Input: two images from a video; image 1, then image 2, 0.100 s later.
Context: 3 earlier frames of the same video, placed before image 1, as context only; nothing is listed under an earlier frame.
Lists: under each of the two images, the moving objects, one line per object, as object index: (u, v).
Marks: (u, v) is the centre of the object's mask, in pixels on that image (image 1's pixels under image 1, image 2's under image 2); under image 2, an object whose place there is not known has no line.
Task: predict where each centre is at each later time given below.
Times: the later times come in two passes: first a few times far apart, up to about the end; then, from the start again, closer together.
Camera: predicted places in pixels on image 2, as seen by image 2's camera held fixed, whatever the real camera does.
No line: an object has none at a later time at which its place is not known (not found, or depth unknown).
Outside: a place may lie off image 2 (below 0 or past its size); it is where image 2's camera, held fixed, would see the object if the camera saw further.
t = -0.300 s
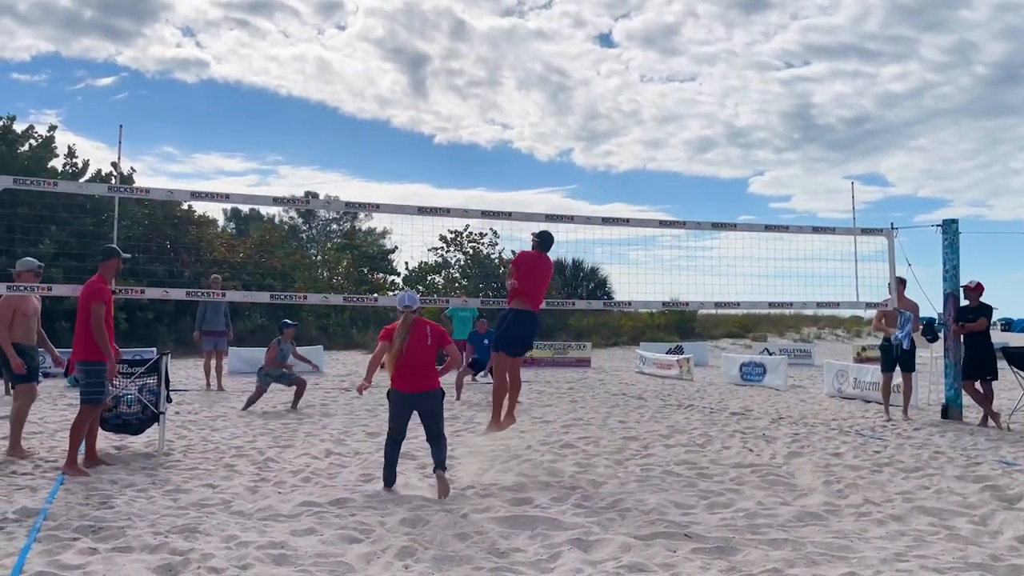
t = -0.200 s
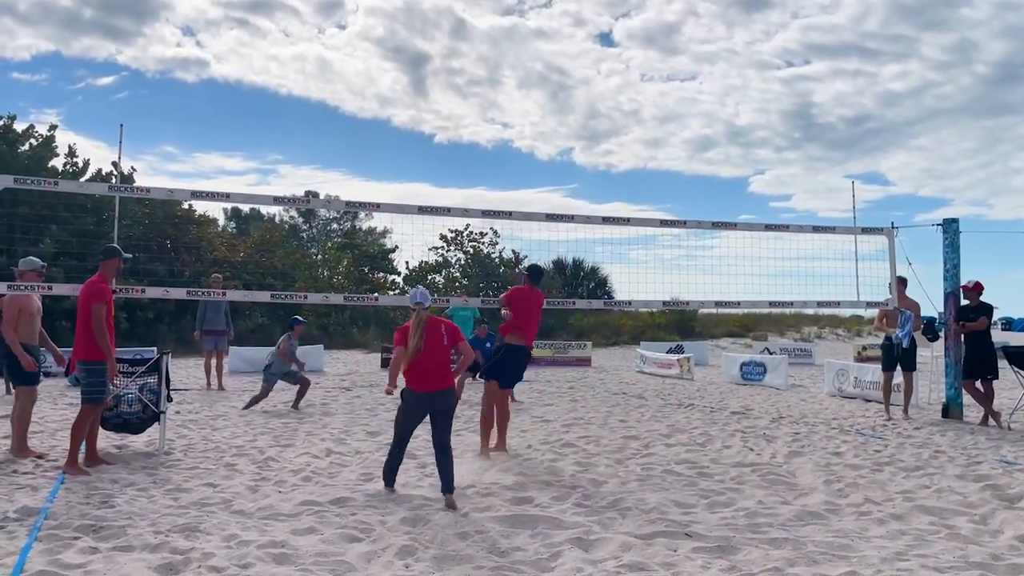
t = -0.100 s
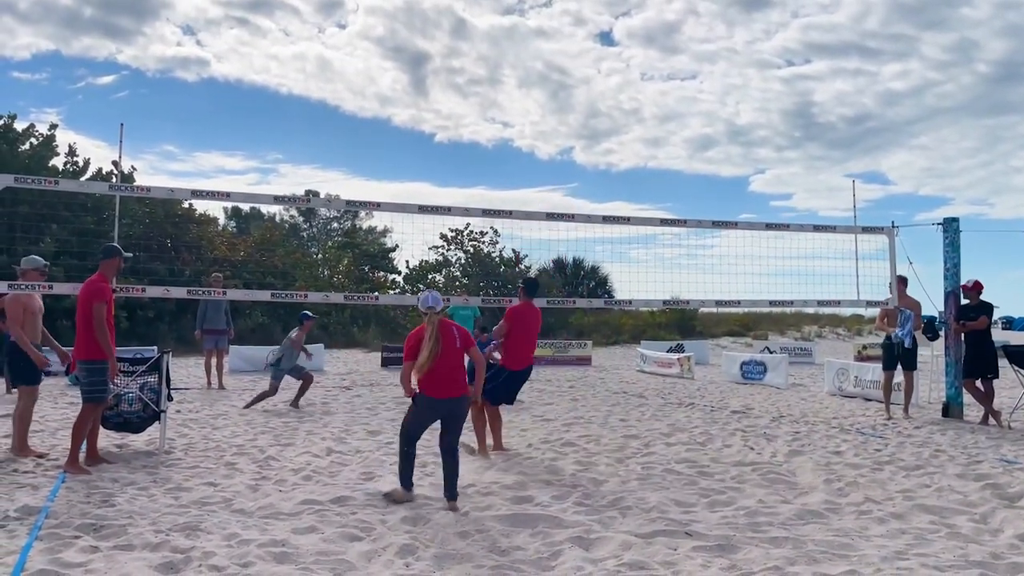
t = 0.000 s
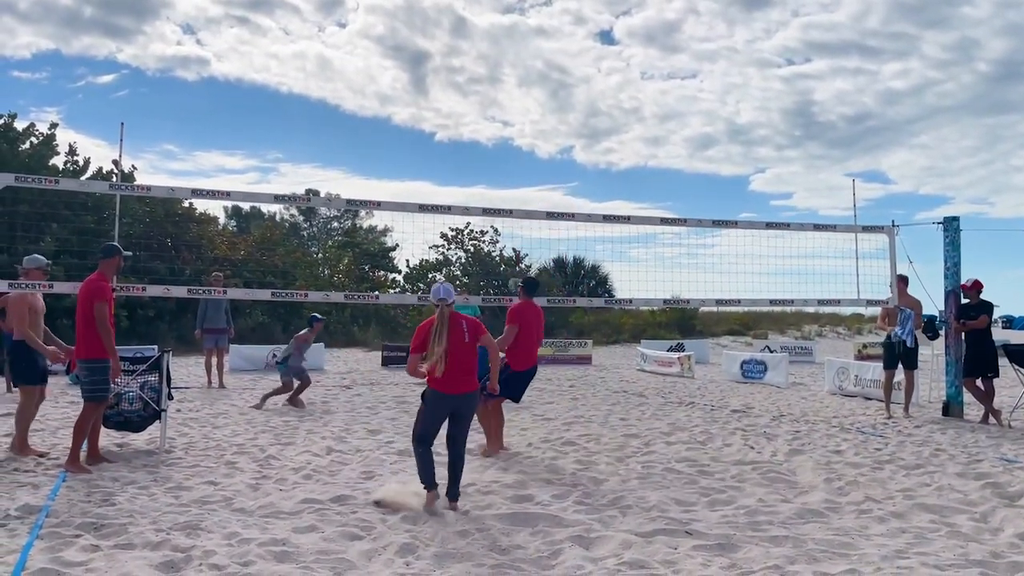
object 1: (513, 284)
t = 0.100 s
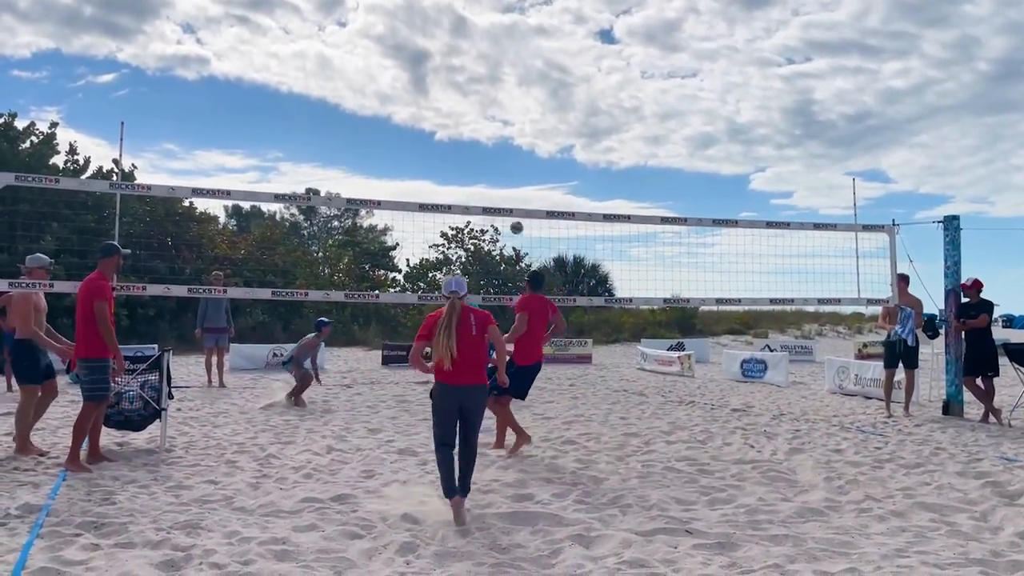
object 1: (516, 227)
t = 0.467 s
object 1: (517, 89)
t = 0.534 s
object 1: (516, 75)
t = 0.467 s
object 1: (517, 89)
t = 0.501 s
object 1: (516, 82)
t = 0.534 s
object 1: (516, 75)
